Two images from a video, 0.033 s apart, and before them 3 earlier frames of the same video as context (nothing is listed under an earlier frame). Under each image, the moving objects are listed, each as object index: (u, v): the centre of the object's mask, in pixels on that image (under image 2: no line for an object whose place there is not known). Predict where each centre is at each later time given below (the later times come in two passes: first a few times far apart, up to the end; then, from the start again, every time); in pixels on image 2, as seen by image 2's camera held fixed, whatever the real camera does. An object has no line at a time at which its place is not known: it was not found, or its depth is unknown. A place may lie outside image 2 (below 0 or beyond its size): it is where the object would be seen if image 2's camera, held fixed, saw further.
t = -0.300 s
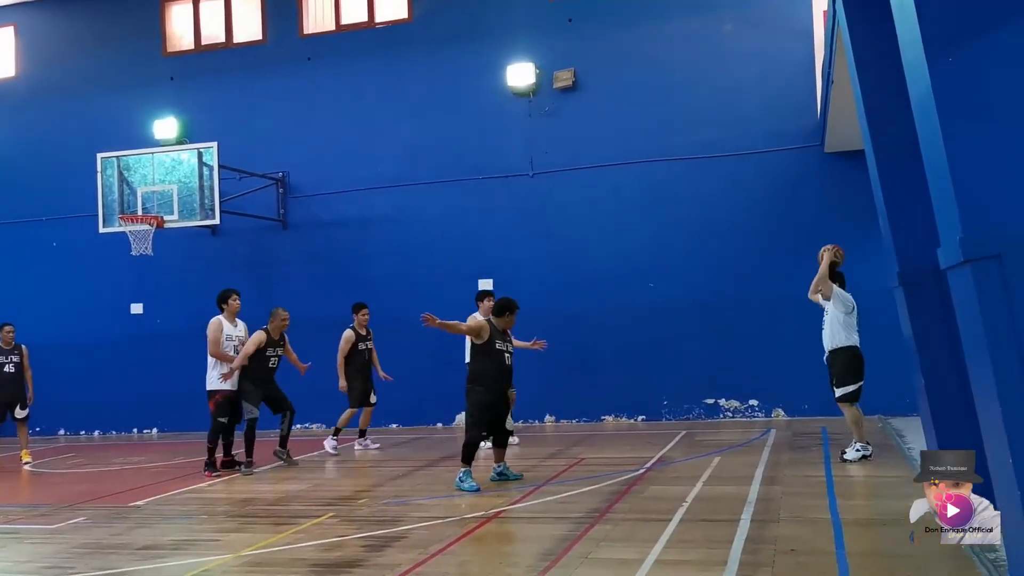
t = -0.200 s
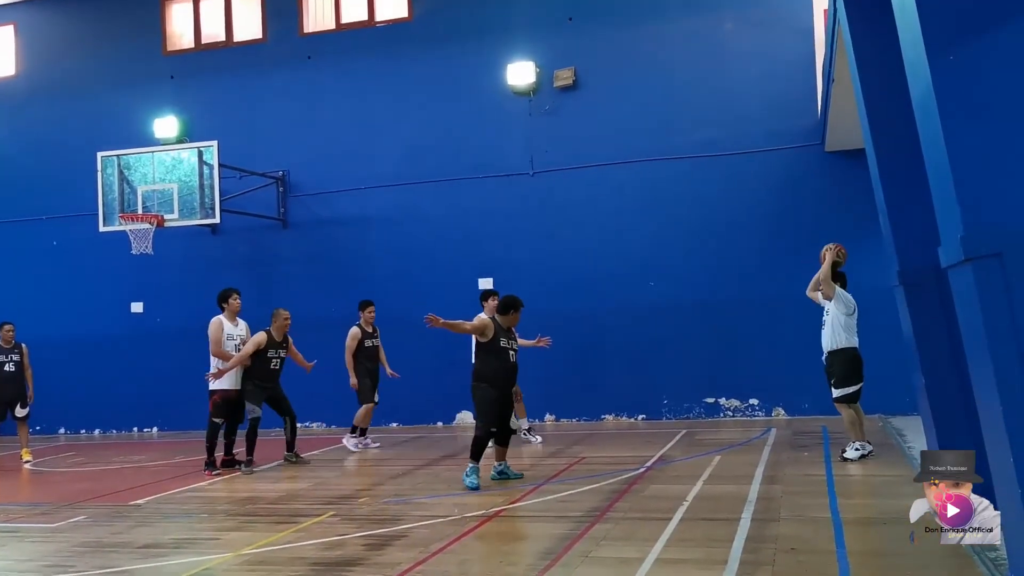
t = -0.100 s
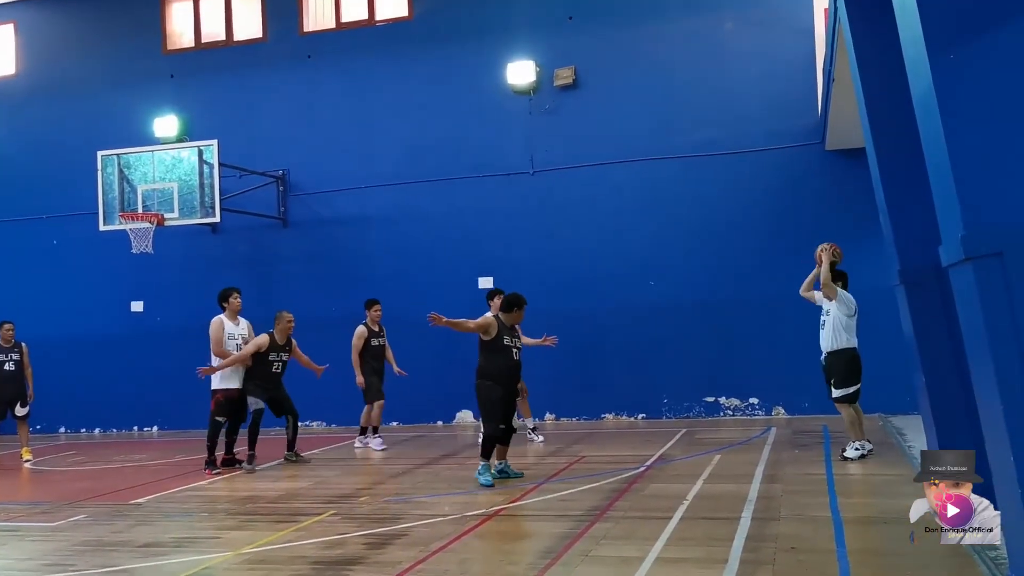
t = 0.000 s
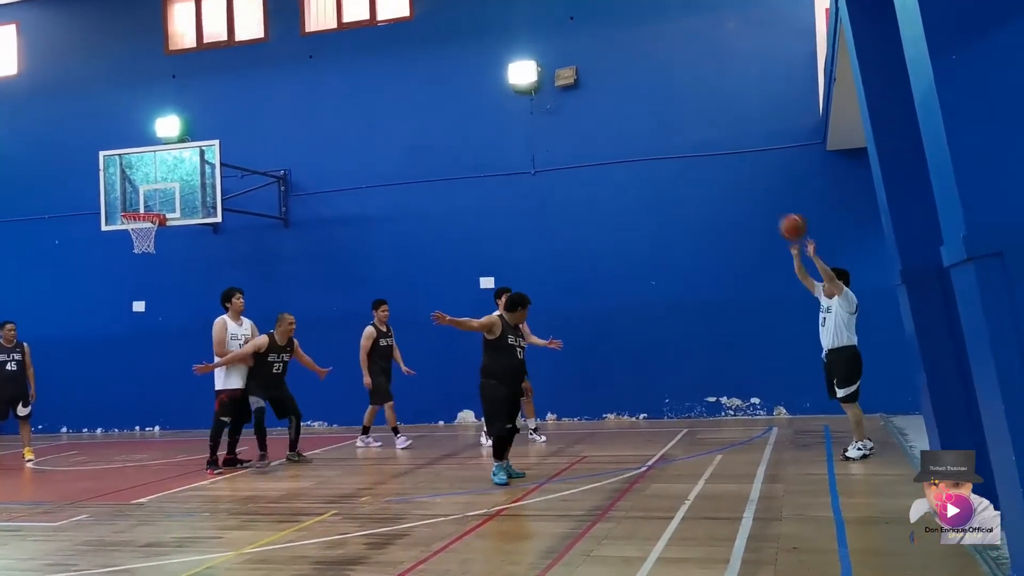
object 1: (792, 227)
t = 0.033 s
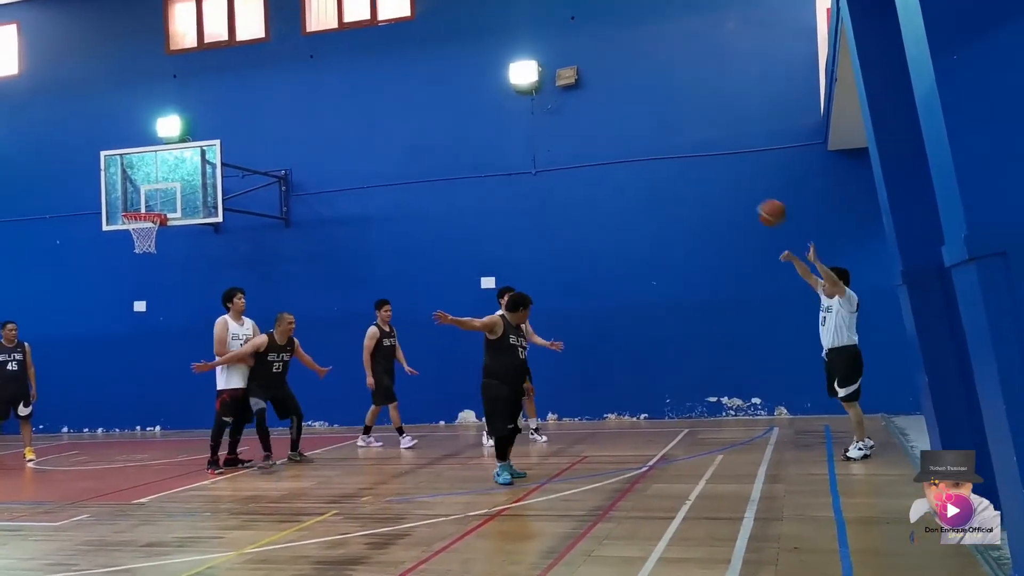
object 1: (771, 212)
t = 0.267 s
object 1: (601, 139)
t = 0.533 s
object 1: (360, 122)
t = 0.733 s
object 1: (127, 179)
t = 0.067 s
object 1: (749, 200)
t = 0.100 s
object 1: (726, 187)
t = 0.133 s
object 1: (703, 176)
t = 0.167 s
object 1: (678, 165)
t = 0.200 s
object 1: (654, 155)
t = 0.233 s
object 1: (628, 147)
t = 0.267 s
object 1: (601, 139)
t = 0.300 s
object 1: (574, 133)
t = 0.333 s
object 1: (551, 127)
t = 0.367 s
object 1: (522, 123)
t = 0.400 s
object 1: (492, 120)
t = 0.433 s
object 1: (464, 118)
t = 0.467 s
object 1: (432, 118)
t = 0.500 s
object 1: (399, 118)
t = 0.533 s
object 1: (360, 122)
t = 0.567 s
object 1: (325, 126)
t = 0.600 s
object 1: (288, 133)
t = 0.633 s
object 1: (250, 140)
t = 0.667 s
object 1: (213, 150)
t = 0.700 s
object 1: (171, 164)
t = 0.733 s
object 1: (127, 179)
